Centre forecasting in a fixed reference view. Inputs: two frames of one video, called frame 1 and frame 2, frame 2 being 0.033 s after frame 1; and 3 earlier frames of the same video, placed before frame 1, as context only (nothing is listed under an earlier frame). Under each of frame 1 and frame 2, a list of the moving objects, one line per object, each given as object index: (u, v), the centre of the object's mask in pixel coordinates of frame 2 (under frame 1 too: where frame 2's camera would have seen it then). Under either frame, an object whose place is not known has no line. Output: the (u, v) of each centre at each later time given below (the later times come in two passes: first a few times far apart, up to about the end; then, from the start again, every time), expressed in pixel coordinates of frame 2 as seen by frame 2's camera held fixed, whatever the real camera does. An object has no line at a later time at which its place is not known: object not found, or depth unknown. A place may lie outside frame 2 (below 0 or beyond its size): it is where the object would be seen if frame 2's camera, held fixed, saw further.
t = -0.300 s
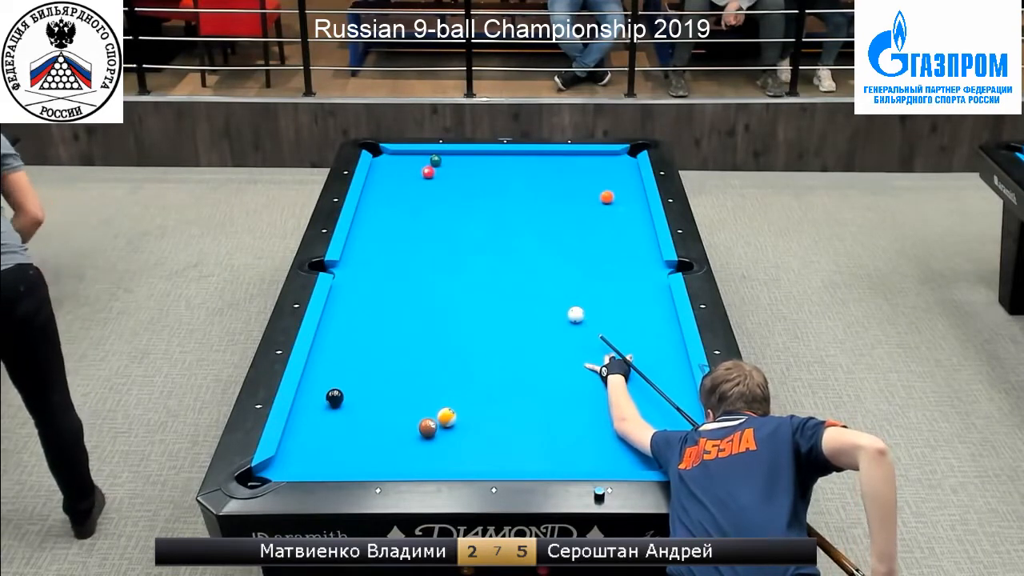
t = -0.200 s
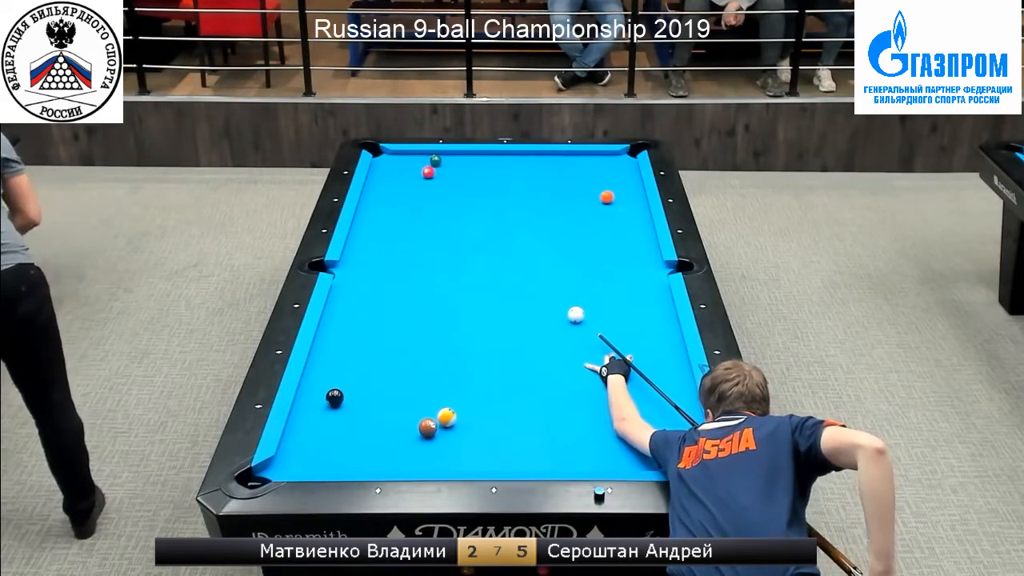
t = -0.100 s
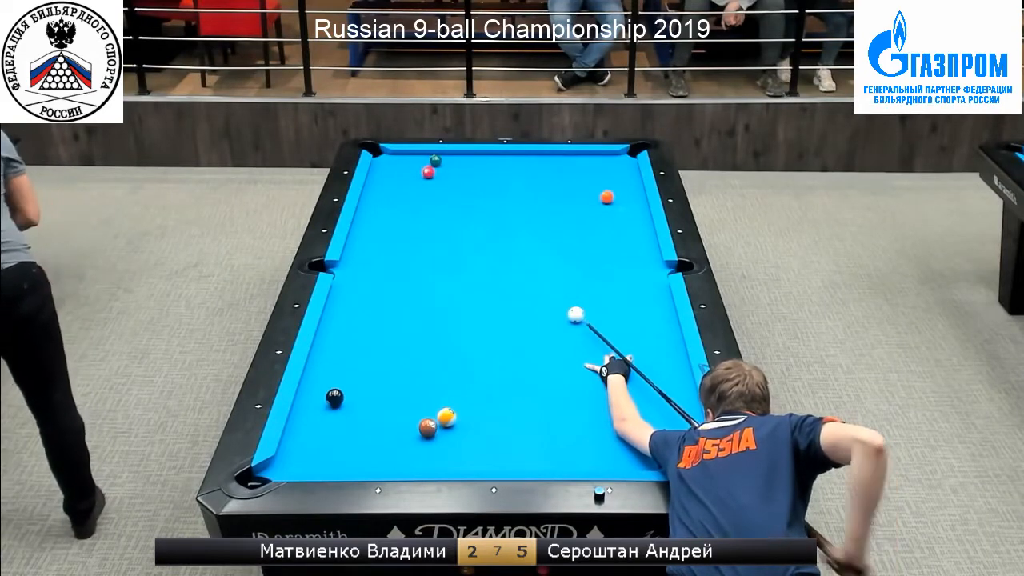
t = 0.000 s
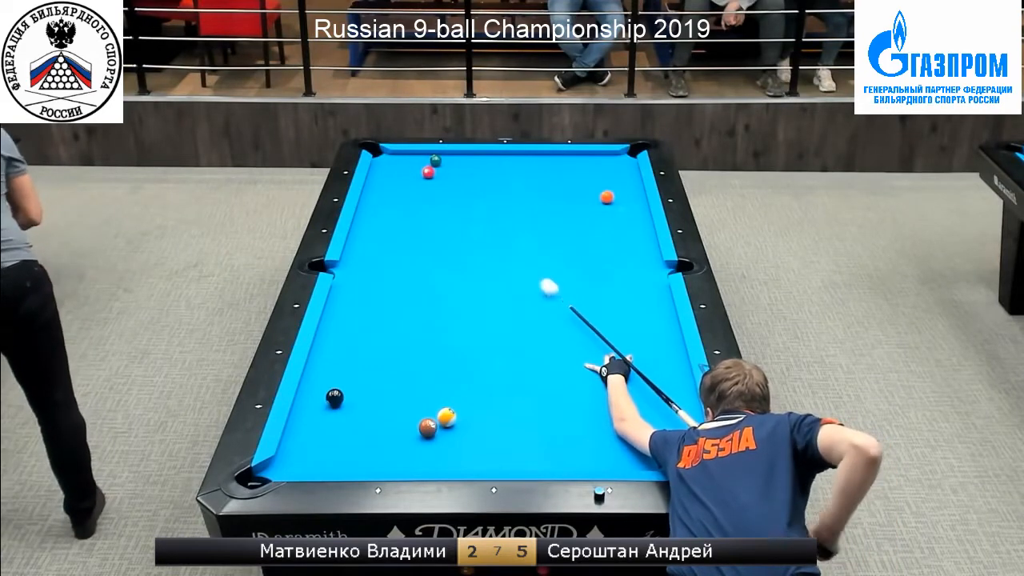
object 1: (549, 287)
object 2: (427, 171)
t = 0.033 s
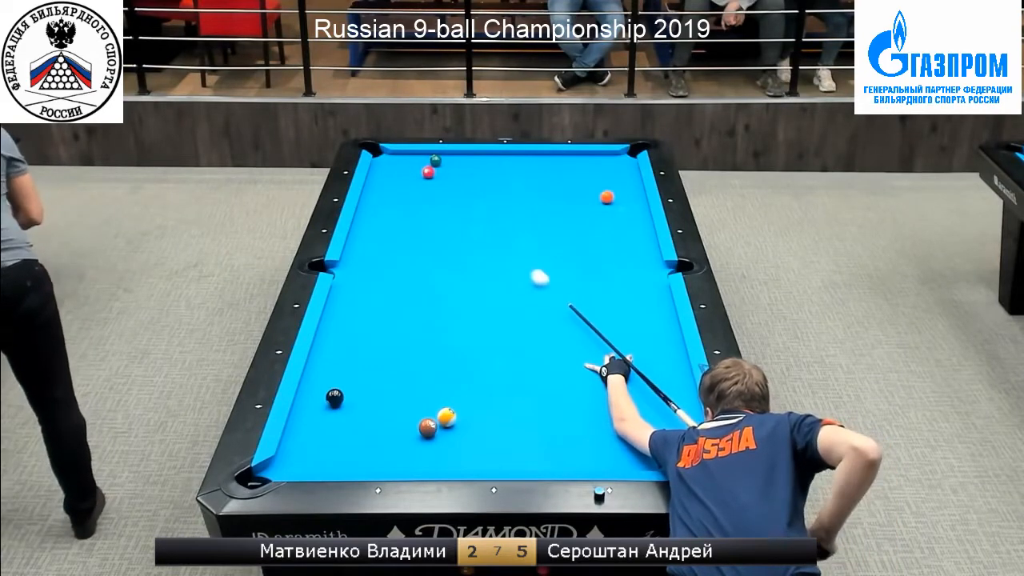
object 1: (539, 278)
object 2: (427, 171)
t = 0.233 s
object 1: (493, 232)
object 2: (427, 171)
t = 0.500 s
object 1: (447, 186)
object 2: (427, 172)
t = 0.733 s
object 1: (451, 166)
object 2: (389, 157)
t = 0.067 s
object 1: (530, 268)
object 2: (427, 171)
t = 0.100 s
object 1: (522, 260)
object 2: (427, 171)
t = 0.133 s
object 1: (514, 253)
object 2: (427, 171)
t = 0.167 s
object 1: (507, 245)
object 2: (427, 171)
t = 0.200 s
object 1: (500, 238)
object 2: (427, 171)
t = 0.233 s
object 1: (493, 232)
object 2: (427, 171)
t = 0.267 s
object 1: (487, 225)
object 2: (427, 171)
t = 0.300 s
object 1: (481, 219)
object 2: (427, 171)
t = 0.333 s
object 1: (475, 213)
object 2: (427, 171)
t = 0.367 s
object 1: (469, 207)
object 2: (427, 171)
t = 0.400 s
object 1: (463, 202)
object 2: (427, 171)
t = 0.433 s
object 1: (458, 196)
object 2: (427, 171)
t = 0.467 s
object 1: (452, 191)
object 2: (427, 171)
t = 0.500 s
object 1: (447, 186)
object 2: (427, 172)
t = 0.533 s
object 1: (442, 180)
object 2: (427, 171)
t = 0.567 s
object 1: (438, 176)
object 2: (426, 171)
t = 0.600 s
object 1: (440, 174)
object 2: (419, 168)
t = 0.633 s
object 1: (443, 172)
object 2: (412, 165)
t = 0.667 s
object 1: (446, 171)
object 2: (404, 162)
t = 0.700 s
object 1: (449, 168)
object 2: (397, 160)
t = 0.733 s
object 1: (451, 166)
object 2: (389, 157)
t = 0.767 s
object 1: (453, 164)
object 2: (383, 154)
